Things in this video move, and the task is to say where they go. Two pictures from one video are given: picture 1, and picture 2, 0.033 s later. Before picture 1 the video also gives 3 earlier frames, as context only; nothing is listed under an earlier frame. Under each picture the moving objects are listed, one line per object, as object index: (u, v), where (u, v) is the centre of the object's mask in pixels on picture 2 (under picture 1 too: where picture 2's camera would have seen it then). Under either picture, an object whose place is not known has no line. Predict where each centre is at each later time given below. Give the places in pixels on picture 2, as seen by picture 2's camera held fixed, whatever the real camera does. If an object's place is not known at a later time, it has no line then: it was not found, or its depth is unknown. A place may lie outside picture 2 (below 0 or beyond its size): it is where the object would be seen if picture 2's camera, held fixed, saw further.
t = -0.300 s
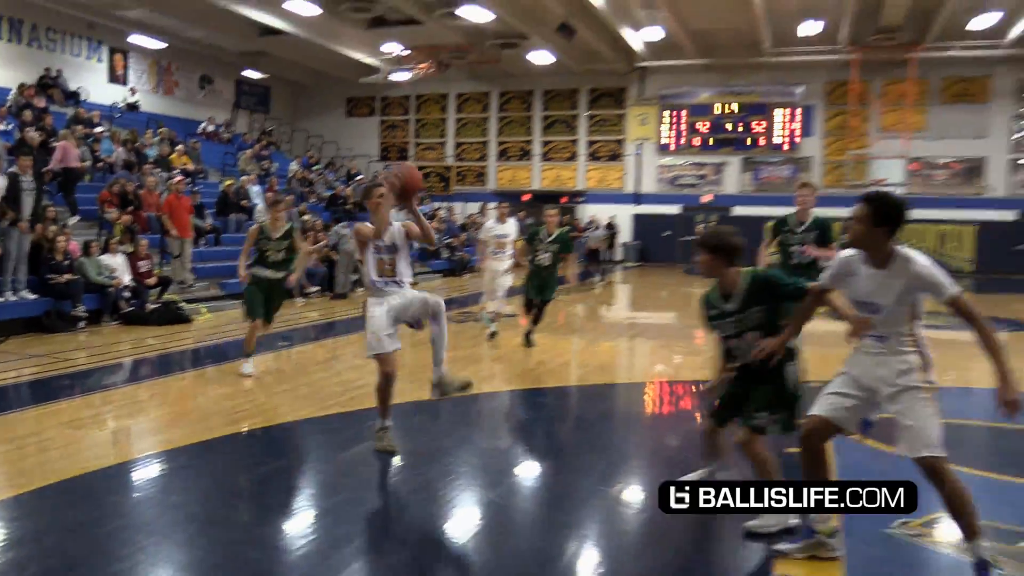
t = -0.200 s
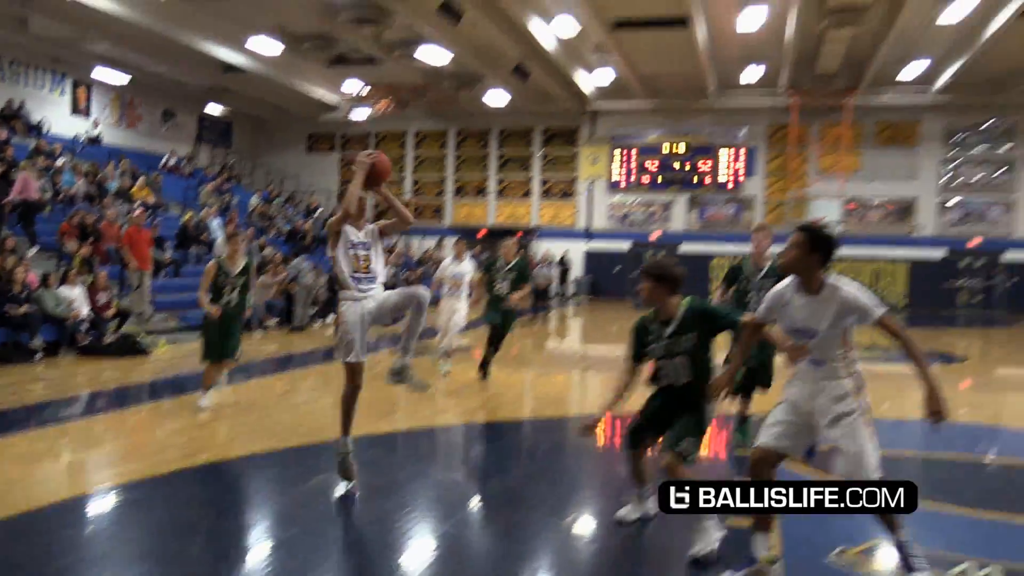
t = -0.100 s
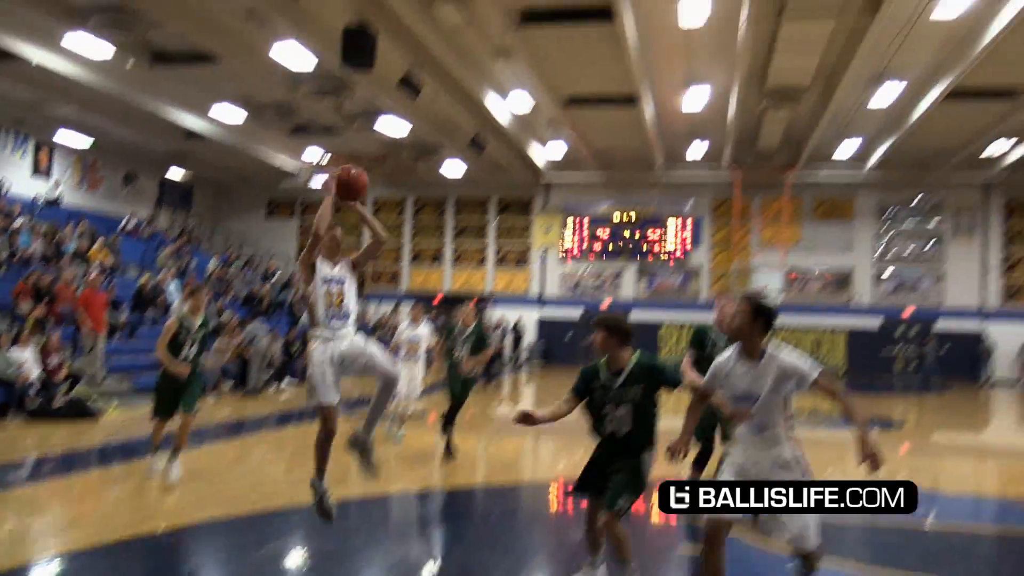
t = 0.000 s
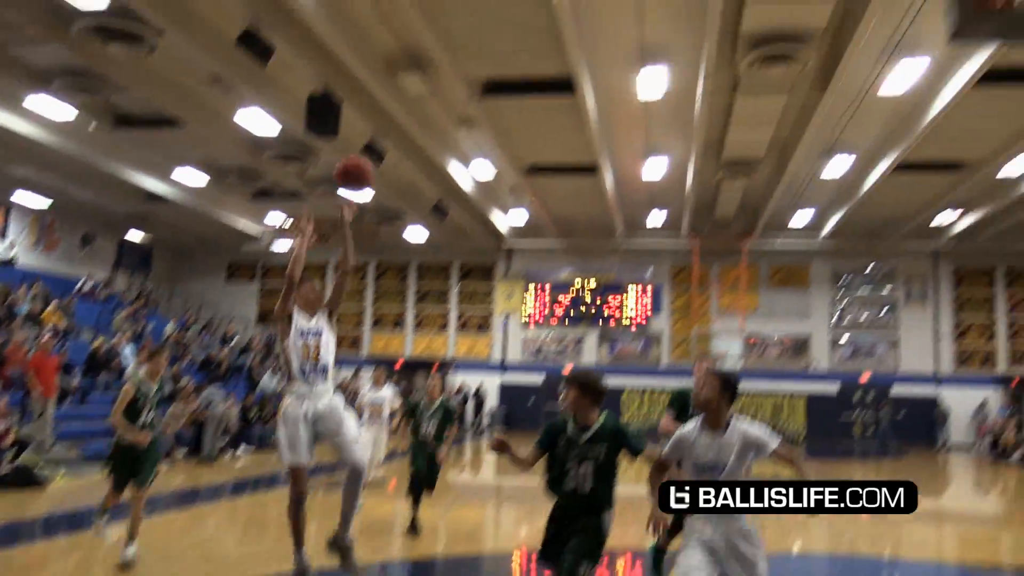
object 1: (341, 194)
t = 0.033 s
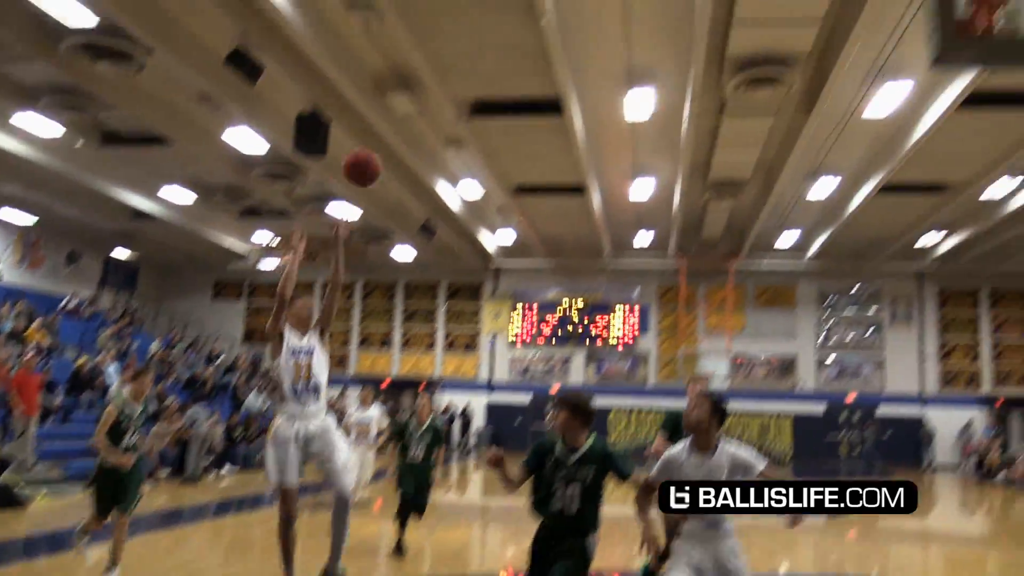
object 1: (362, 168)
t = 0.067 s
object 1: (384, 141)
